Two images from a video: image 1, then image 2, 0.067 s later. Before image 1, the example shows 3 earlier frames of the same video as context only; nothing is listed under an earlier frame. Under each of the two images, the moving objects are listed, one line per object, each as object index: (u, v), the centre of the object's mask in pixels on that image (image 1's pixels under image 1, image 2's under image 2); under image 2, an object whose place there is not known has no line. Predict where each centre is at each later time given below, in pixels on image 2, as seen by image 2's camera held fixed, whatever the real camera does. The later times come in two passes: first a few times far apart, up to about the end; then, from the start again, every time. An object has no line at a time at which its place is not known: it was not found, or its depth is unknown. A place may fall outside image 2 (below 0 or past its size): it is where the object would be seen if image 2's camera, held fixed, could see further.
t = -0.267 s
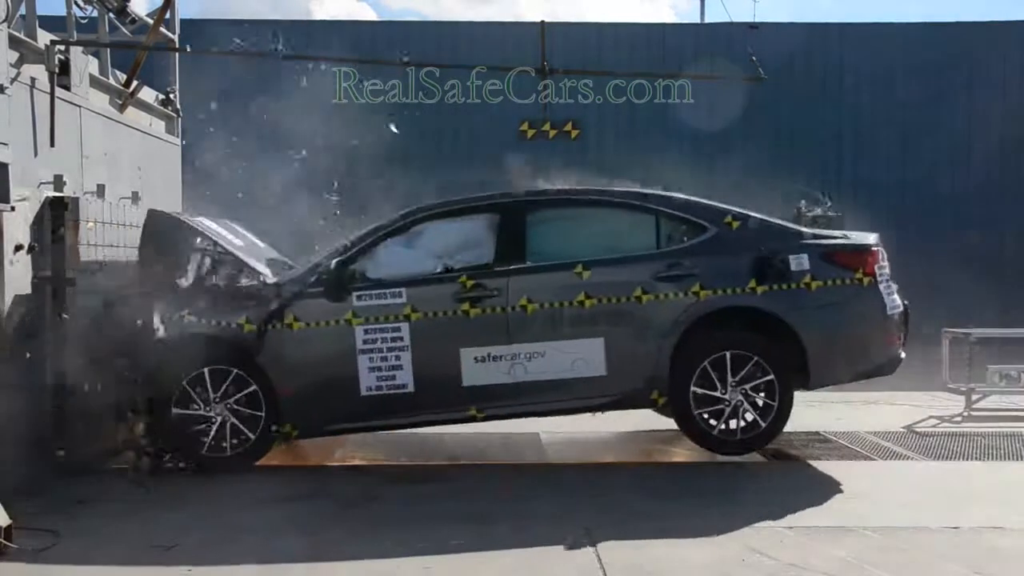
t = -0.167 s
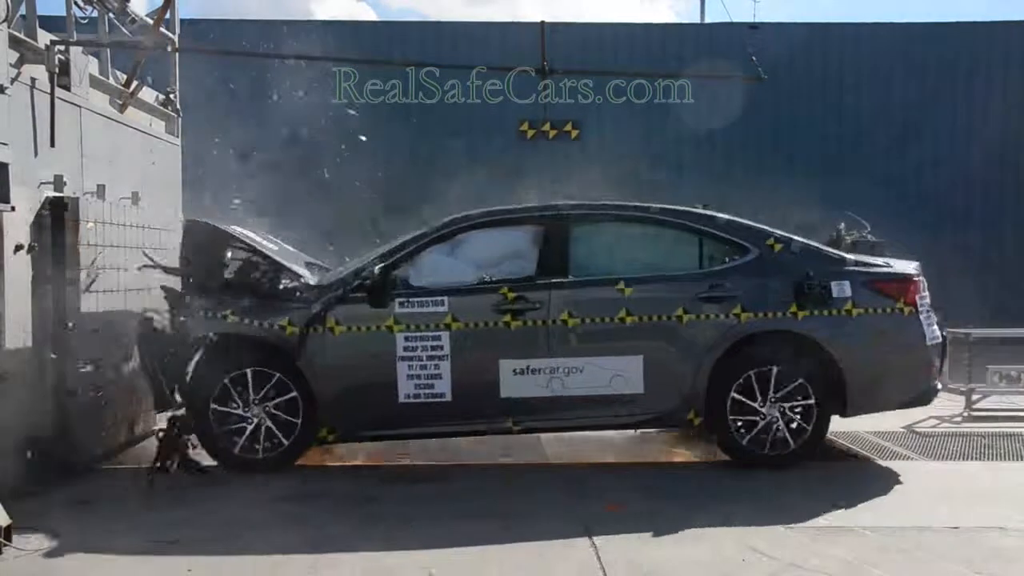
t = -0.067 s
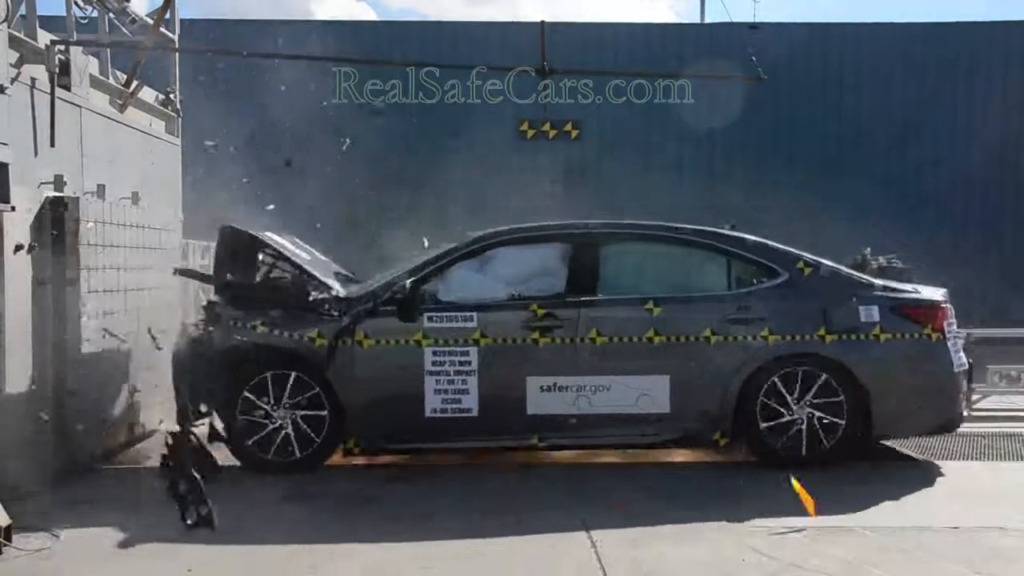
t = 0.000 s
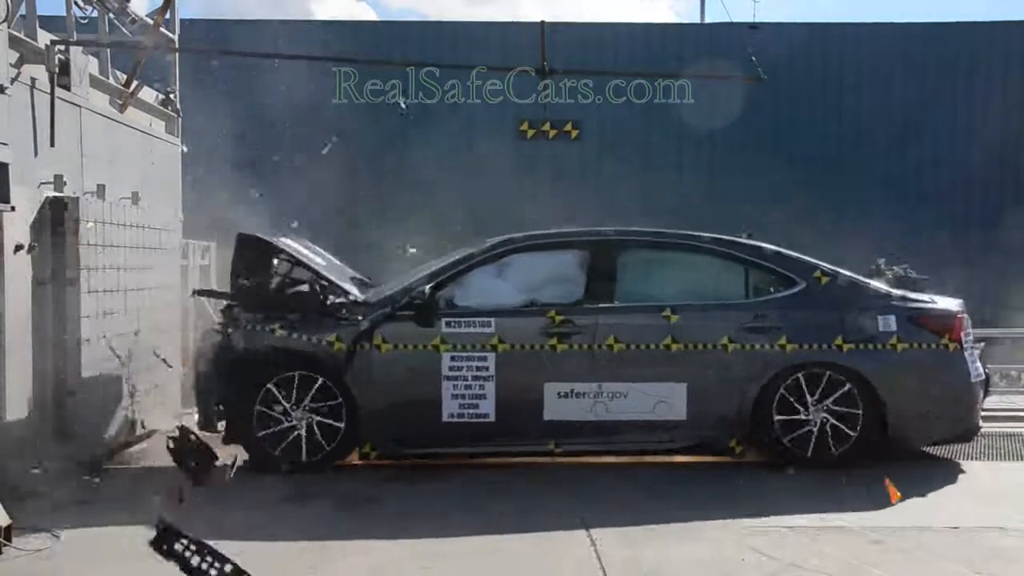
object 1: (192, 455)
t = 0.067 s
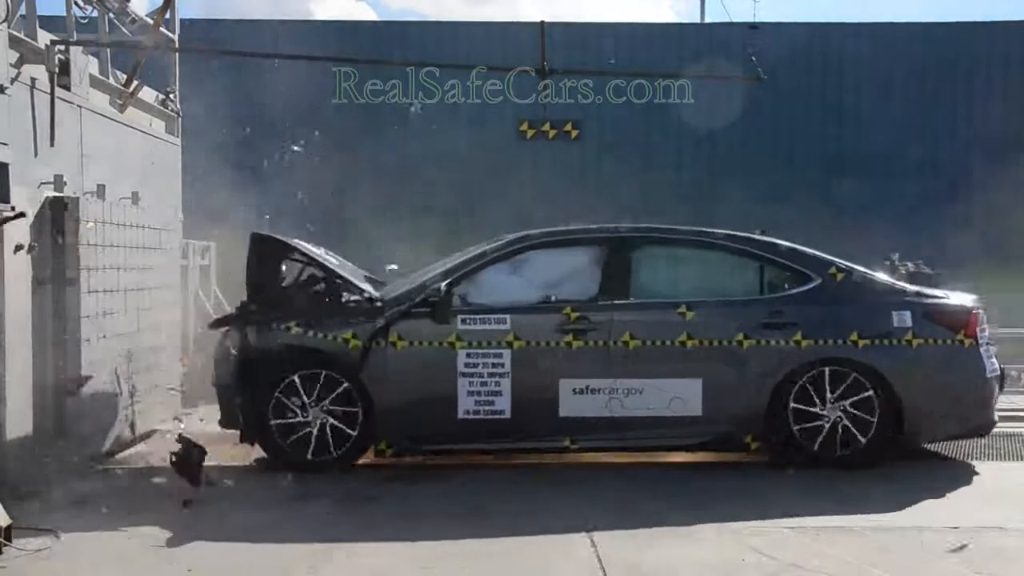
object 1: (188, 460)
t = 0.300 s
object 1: (183, 495)
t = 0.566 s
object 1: (142, 506)
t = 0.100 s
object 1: (186, 467)
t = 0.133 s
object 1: (184, 477)
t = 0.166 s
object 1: (185, 492)
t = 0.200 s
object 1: (183, 489)
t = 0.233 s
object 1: (183, 489)
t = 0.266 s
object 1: (182, 491)
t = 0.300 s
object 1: (183, 495)
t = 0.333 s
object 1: (175, 487)
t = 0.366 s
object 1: (162, 473)
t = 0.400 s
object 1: (176, 495)
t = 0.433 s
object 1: (171, 495)
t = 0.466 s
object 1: (153, 488)
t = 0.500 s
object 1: (143, 502)
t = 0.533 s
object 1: (133, 516)
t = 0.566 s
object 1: (142, 506)
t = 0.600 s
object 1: (142, 507)
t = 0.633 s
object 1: (140, 509)
